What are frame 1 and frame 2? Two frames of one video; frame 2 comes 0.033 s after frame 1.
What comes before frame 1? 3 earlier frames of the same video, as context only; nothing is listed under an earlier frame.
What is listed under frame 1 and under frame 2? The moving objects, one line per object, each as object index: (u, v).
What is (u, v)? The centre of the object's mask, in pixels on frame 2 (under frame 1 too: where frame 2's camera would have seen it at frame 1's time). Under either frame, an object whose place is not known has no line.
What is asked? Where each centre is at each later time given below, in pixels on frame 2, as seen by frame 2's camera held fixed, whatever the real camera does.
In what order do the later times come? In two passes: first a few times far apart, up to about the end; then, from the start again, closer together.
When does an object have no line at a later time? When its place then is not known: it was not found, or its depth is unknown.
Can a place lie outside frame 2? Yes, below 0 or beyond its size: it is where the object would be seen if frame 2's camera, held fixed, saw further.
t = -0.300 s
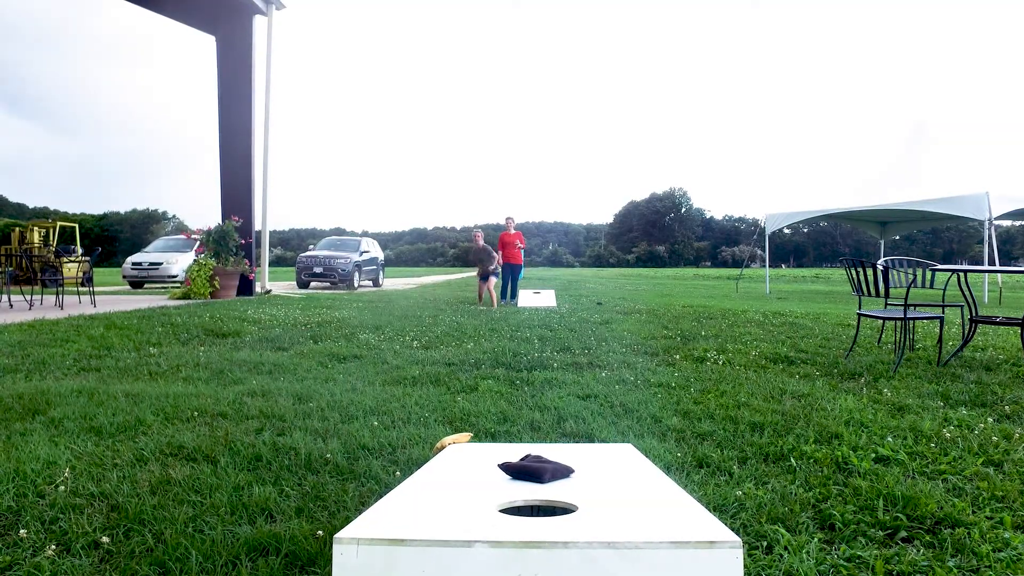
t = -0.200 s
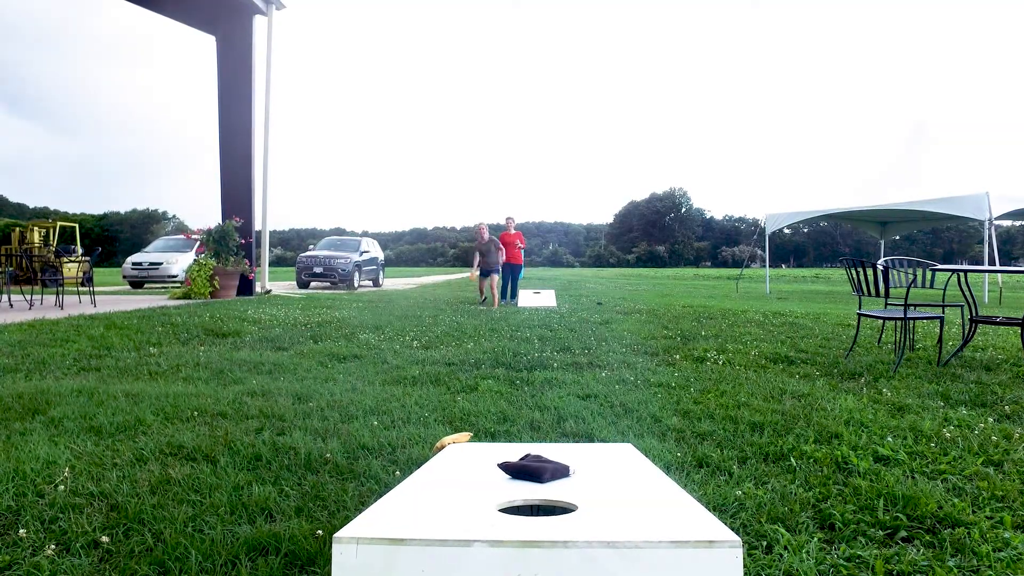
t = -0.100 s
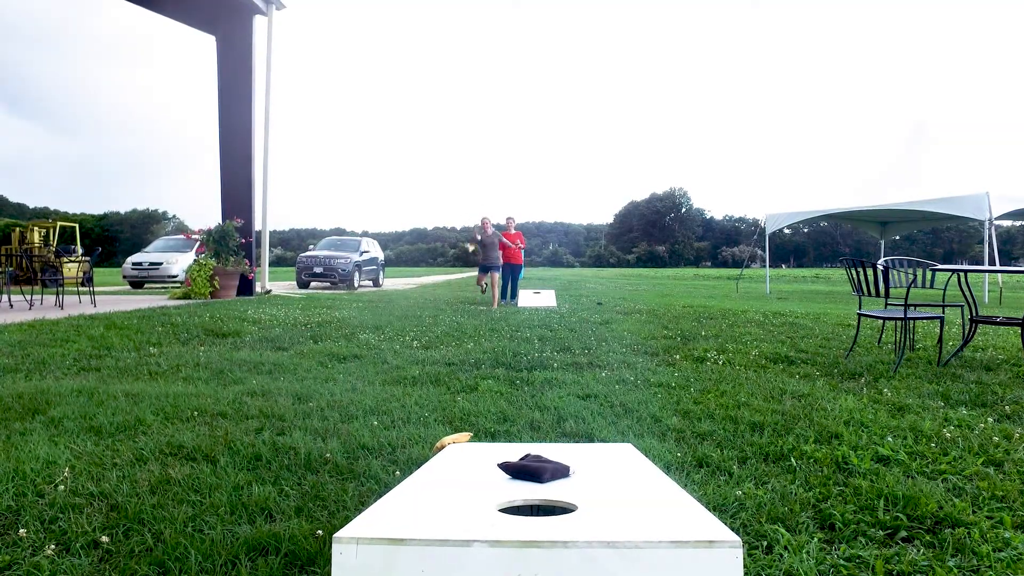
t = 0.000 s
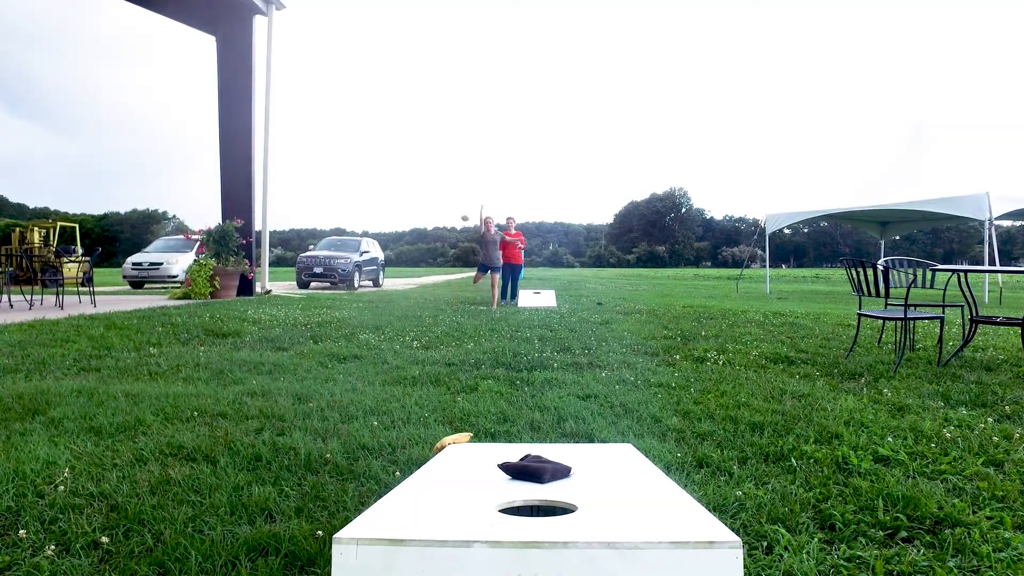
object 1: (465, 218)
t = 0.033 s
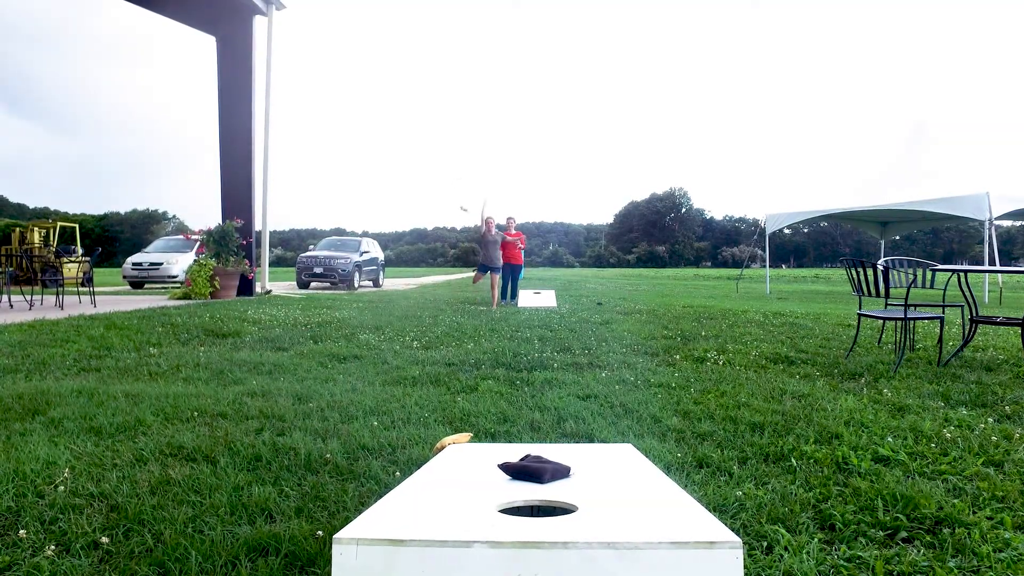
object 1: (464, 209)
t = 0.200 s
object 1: (455, 167)
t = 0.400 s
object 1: (440, 136)
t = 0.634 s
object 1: (409, 152)
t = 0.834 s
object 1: (348, 313)
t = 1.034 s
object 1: (253, 549)
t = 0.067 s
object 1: (464, 201)
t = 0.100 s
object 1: (461, 192)
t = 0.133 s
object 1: (459, 182)
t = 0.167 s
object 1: (457, 174)
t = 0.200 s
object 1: (455, 167)
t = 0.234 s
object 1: (453, 160)
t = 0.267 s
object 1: (452, 154)
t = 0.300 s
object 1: (449, 148)
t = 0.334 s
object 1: (446, 143)
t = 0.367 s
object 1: (444, 139)
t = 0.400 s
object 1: (440, 136)
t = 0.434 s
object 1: (437, 134)
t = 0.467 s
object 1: (434, 131)
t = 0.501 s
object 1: (430, 132)
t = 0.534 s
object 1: (426, 133)
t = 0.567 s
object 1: (421, 135)
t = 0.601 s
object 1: (415, 141)
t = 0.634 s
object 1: (409, 152)
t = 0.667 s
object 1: (403, 163)
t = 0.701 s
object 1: (395, 179)
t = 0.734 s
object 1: (385, 200)
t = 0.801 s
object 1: (364, 261)
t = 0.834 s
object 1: (348, 313)
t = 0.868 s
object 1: (330, 378)
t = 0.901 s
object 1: (305, 468)
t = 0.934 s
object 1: (290, 520)
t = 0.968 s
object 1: (276, 531)
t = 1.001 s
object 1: (264, 541)
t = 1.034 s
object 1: (253, 549)
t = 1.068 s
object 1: (245, 556)
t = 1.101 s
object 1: (231, 562)
